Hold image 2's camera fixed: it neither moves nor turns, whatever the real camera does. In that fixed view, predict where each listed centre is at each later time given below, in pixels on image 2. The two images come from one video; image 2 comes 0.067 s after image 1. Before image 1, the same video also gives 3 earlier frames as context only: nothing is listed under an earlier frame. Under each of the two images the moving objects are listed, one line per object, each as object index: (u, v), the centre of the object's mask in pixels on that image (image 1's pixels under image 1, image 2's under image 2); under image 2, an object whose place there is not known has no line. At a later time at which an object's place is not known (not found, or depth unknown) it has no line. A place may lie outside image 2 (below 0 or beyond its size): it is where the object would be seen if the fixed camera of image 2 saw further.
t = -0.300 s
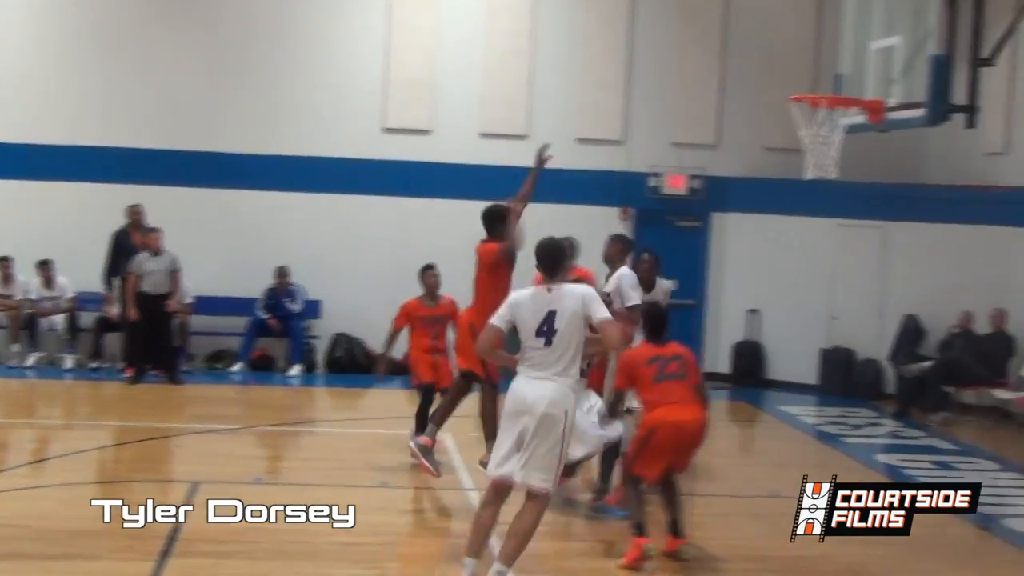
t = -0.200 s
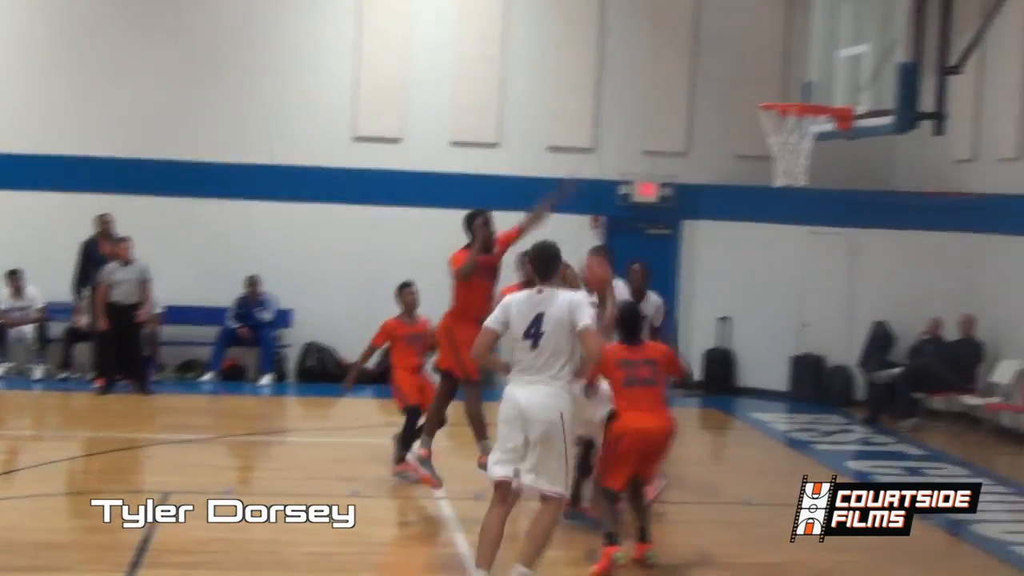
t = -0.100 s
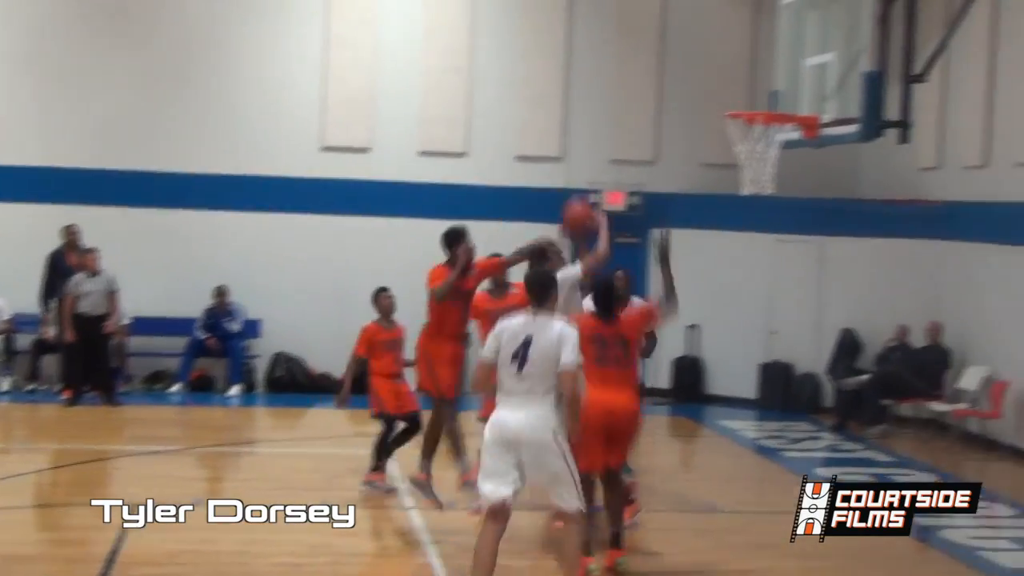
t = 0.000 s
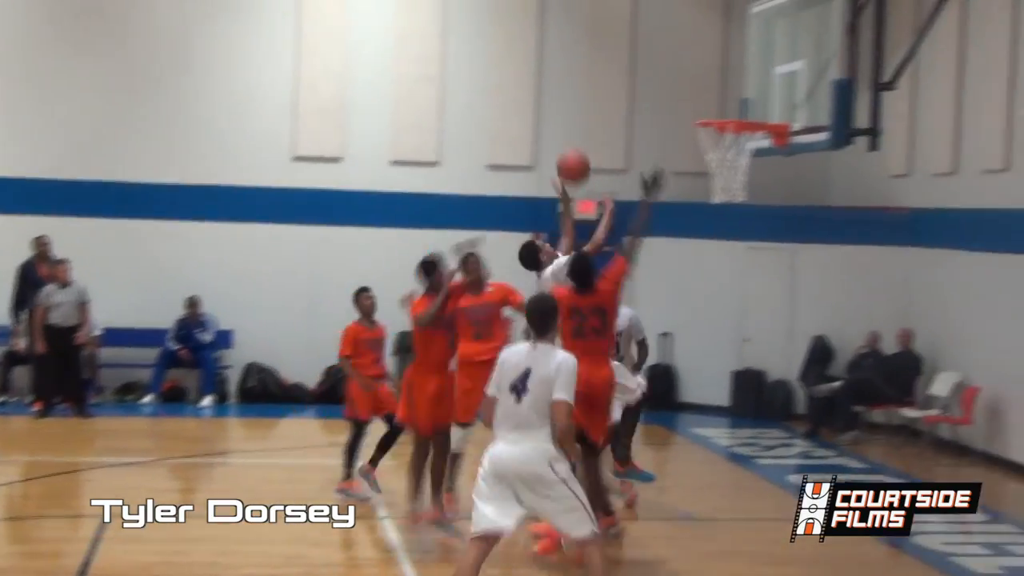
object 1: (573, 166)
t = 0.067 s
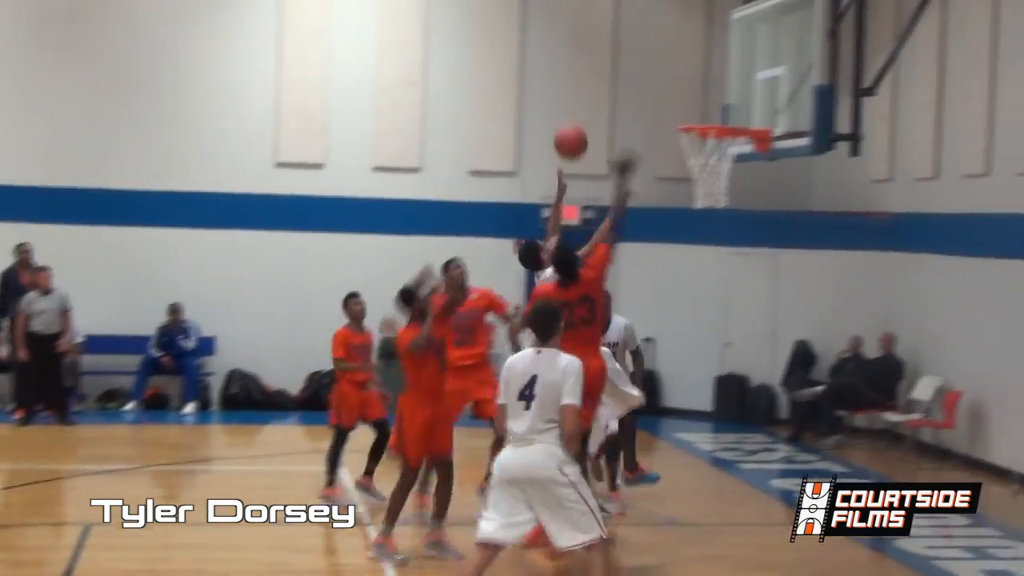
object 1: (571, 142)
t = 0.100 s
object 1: (581, 129)
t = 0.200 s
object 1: (612, 96)
